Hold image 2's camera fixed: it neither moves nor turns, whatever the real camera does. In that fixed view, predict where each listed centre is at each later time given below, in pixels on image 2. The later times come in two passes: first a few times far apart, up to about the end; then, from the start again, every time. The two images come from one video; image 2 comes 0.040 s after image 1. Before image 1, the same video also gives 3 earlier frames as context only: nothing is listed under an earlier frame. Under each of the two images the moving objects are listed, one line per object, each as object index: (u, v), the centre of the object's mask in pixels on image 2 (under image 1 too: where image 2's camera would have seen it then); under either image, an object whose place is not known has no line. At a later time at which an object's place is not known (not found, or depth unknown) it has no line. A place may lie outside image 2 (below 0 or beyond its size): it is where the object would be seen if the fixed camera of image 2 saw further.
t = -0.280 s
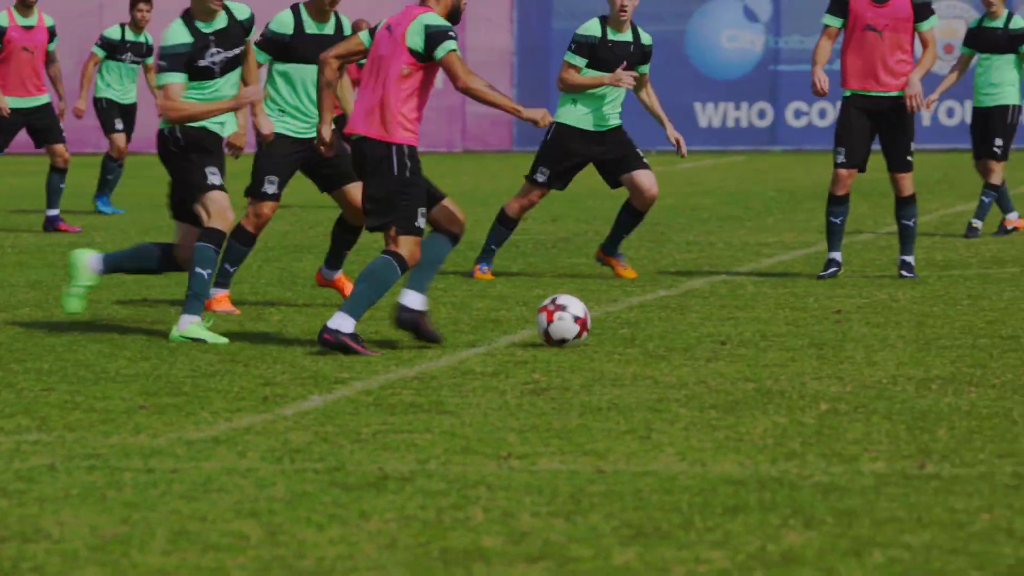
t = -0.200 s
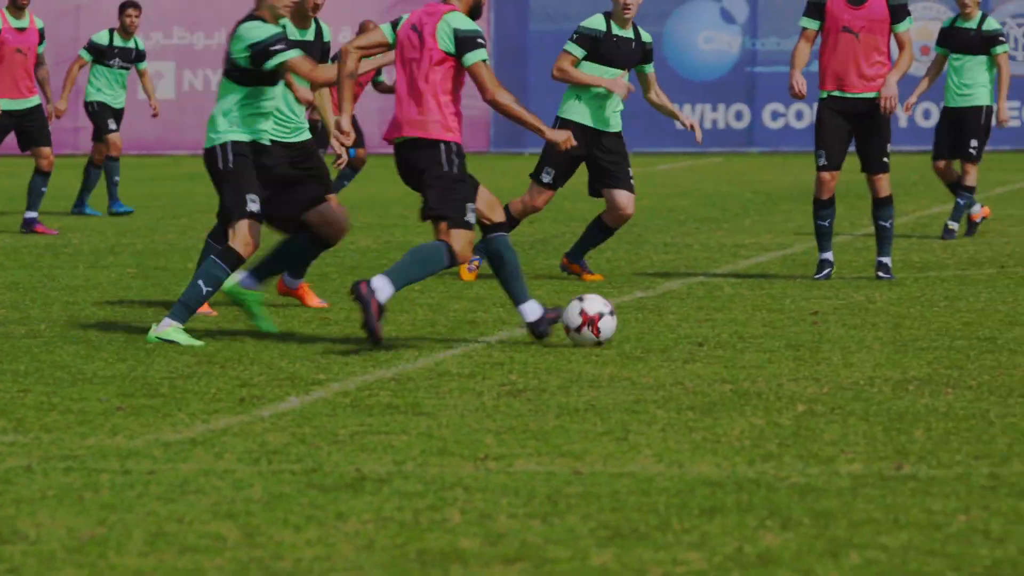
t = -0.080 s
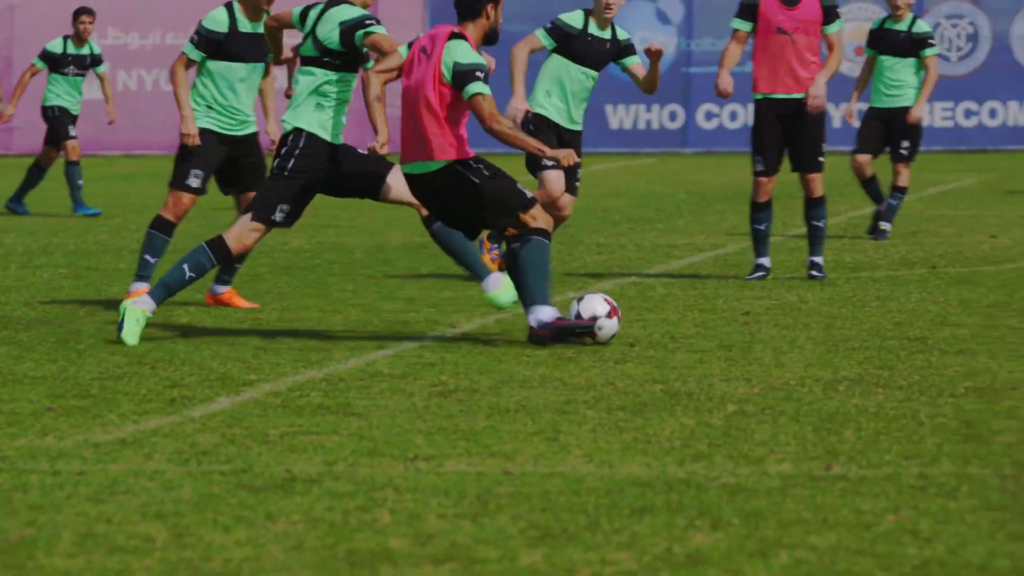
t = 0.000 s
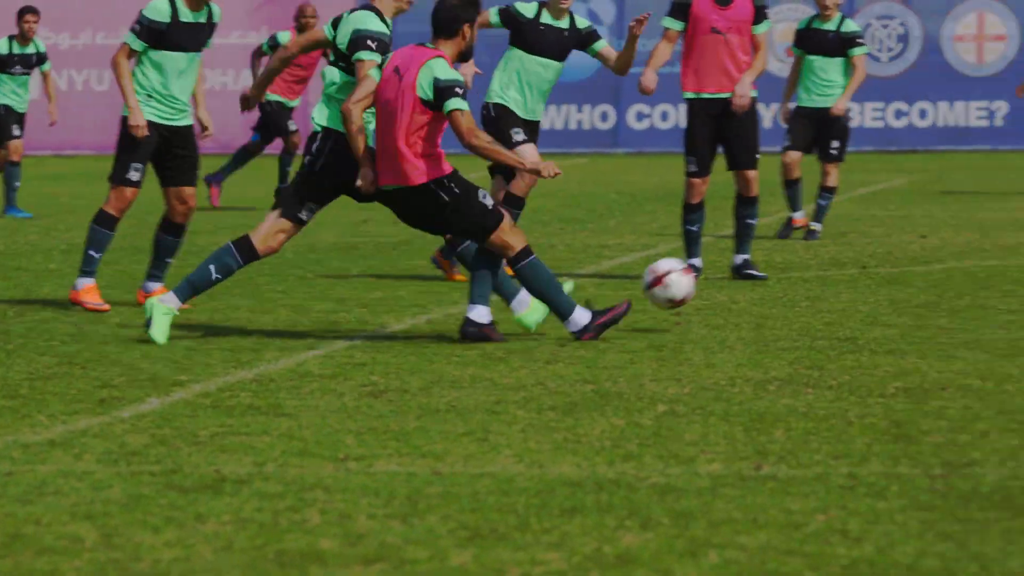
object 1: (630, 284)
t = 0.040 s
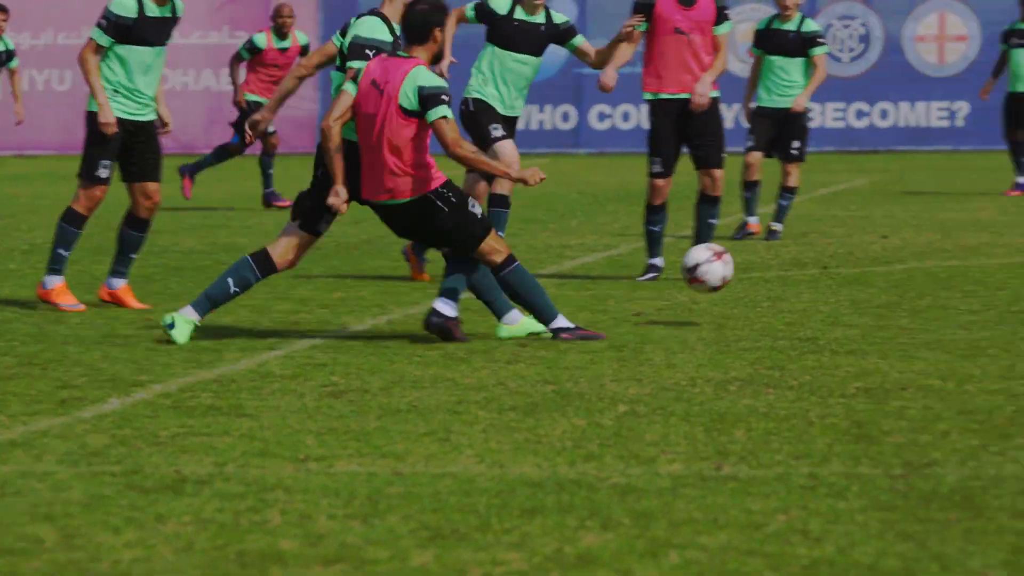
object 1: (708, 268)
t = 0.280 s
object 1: (1090, 264)
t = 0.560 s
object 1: (1365, 187)
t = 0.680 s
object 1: (1468, 206)
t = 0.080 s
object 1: (781, 257)
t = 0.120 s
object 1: (849, 251)
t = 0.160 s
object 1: (915, 250)
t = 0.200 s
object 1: (976, 252)
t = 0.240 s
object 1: (1034, 257)
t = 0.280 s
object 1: (1090, 264)
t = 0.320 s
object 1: (1138, 253)
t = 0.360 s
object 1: (1182, 230)
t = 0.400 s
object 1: (1221, 210)
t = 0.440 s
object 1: (1258, 199)
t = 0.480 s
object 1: (1289, 194)
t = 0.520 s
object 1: (1328, 188)
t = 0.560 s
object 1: (1365, 187)
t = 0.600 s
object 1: (1400, 189)
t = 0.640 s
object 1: (1435, 195)
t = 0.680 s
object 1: (1468, 206)
